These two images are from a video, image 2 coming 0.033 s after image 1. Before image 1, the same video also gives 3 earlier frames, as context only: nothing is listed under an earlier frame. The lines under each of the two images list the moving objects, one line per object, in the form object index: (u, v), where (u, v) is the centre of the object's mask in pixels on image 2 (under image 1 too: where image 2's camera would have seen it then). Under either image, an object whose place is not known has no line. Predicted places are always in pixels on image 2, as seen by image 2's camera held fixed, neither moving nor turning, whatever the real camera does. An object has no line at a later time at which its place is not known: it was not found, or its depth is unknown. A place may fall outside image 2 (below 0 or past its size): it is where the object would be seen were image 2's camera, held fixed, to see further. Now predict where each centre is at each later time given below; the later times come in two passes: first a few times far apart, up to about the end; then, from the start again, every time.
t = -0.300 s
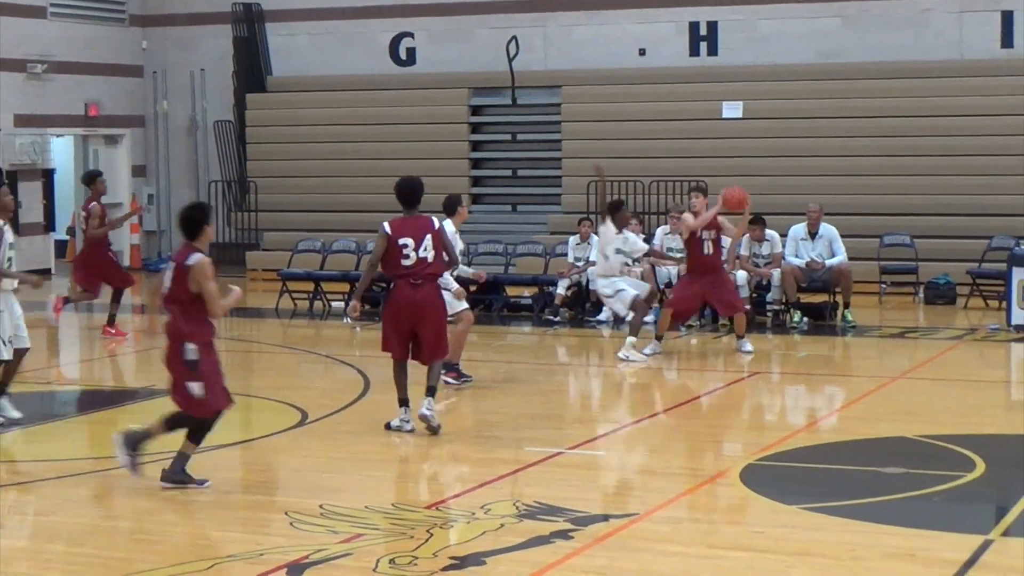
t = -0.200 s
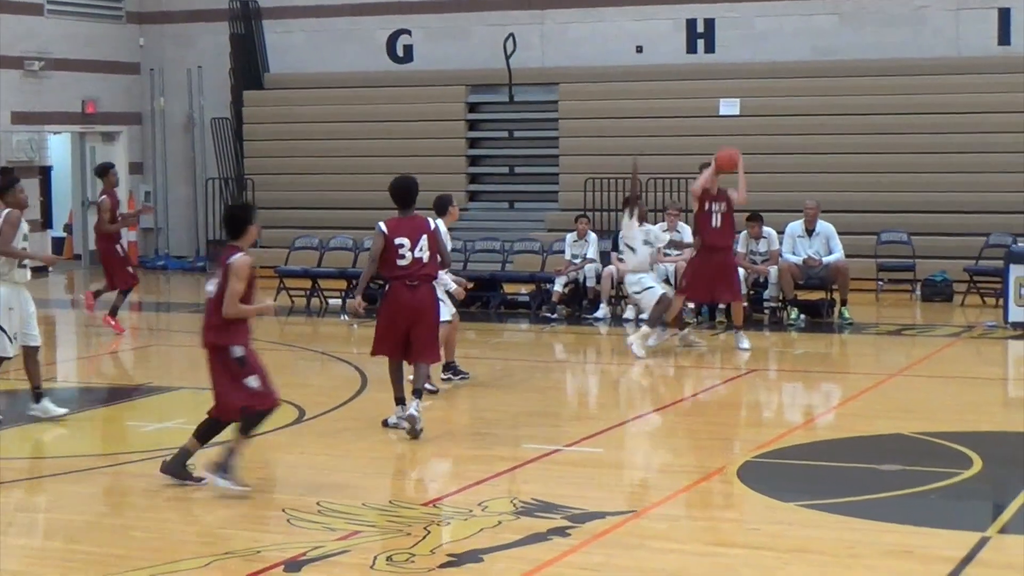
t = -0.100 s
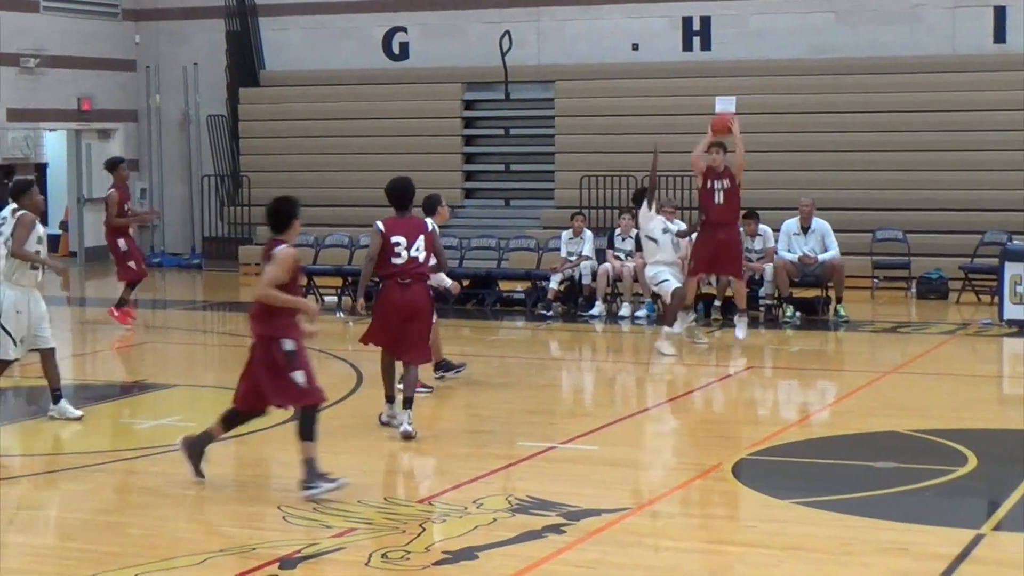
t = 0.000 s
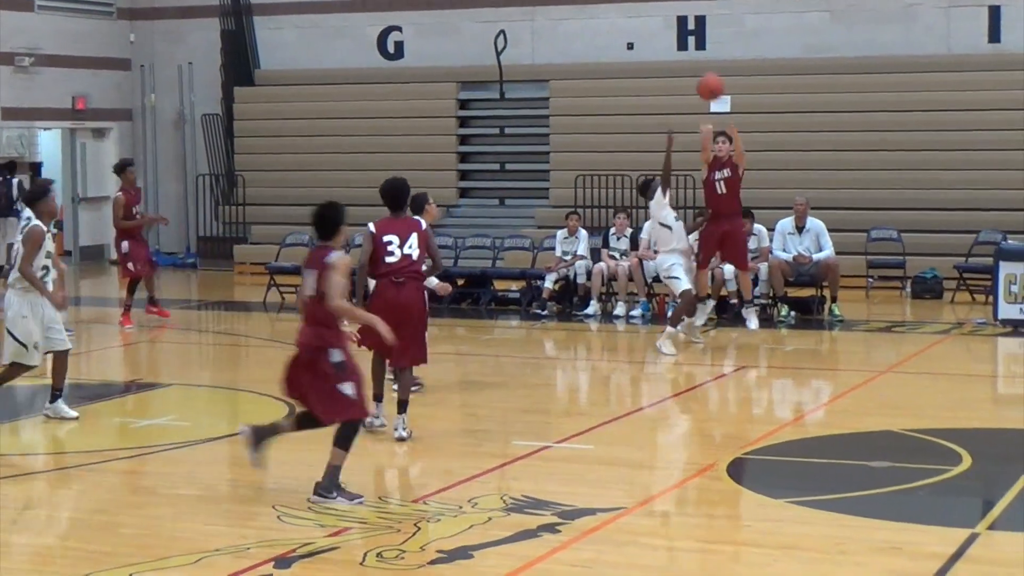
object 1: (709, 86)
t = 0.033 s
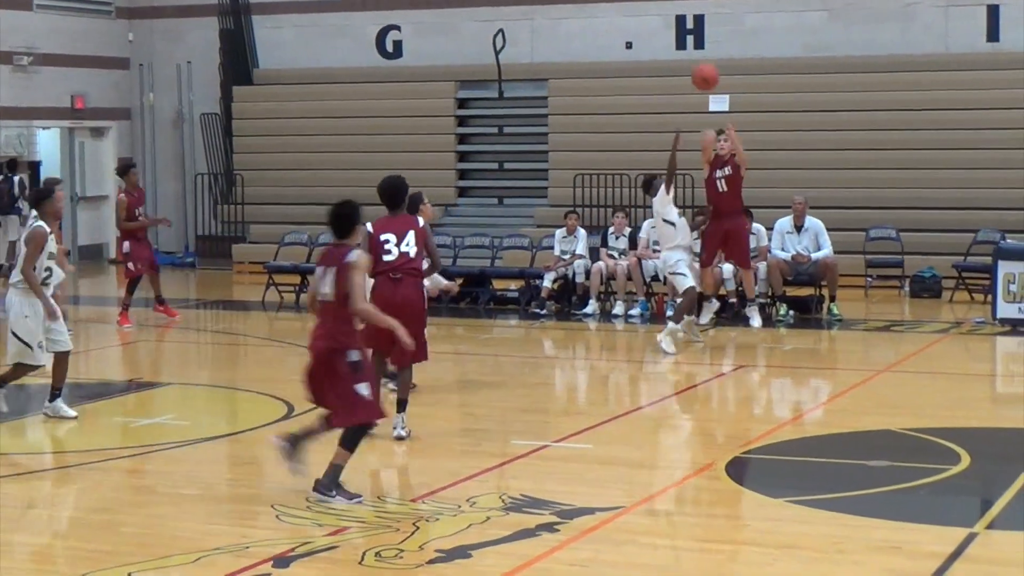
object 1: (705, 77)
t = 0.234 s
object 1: (680, 43)
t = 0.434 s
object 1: (650, 57)
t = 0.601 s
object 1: (618, 118)
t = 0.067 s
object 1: (701, 69)
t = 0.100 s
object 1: (697, 61)
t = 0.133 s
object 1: (693, 55)
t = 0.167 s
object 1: (689, 49)
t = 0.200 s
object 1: (685, 45)
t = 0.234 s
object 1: (680, 43)
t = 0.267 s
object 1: (676, 42)
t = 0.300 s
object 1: (671, 42)
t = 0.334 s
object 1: (666, 43)
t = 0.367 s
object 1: (660, 47)
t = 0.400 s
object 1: (655, 51)
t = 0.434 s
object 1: (650, 57)
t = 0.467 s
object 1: (644, 66)
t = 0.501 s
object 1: (638, 76)
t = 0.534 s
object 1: (632, 87)
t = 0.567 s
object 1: (625, 101)
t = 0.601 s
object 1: (618, 118)
